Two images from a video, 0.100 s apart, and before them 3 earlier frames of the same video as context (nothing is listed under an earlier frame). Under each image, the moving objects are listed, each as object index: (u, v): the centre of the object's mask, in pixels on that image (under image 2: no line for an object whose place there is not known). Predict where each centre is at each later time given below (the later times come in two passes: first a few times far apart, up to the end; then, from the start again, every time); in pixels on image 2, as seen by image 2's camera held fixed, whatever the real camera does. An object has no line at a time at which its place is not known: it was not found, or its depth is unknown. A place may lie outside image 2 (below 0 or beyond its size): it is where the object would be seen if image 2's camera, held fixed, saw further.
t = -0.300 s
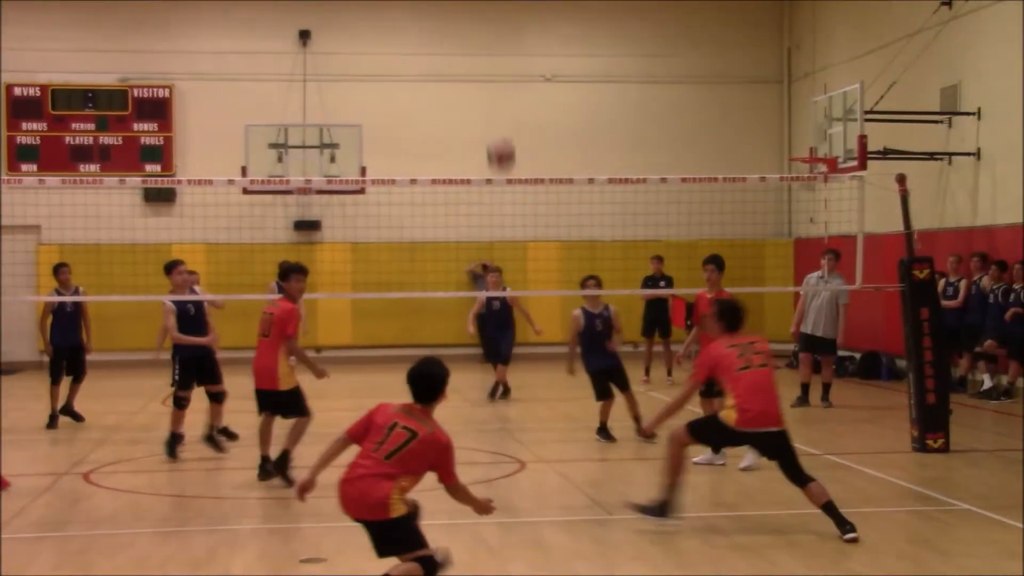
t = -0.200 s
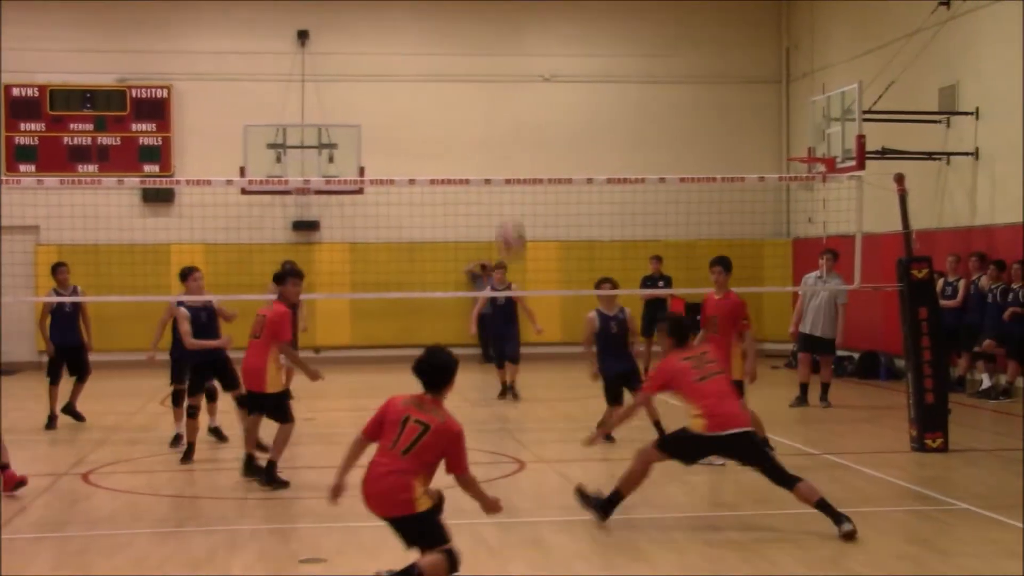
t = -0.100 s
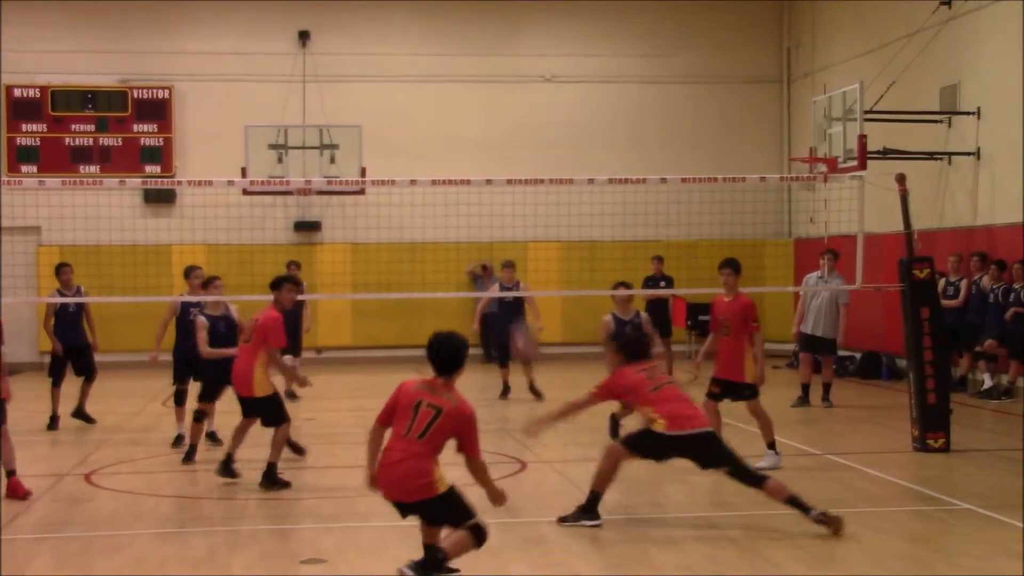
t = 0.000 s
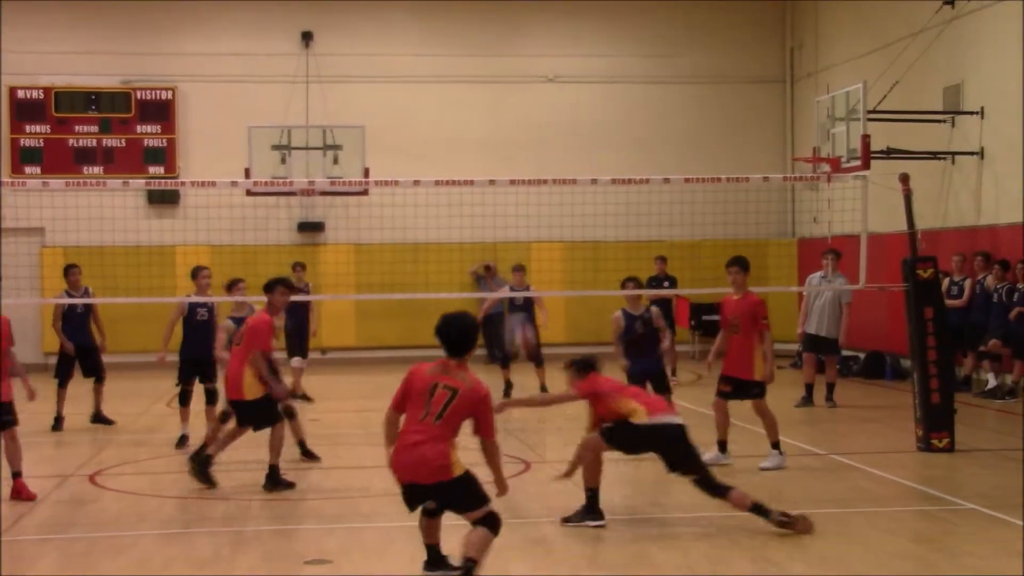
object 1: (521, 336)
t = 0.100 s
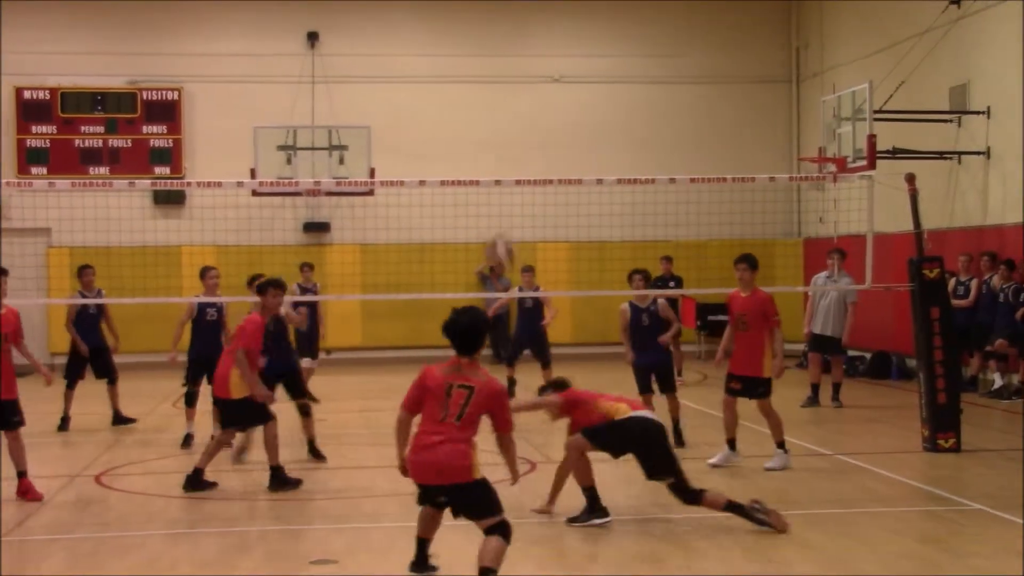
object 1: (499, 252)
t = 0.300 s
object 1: (449, 120)
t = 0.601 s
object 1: (369, 27)
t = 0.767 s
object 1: (323, 41)
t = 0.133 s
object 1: (491, 224)
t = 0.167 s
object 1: (483, 203)
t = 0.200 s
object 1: (474, 179)
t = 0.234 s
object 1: (466, 159)
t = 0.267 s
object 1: (459, 140)
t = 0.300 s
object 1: (449, 120)
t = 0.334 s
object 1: (441, 104)
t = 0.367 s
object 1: (433, 90)
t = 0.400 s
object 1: (424, 76)
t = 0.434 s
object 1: (416, 64)
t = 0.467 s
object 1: (406, 53)
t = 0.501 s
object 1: (397, 44)
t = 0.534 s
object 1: (388, 37)
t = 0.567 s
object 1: (379, 31)
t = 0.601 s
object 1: (369, 27)
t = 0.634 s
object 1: (361, 26)
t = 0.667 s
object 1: (351, 26)
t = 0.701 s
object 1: (342, 29)
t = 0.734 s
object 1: (333, 34)
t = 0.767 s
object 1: (323, 41)
